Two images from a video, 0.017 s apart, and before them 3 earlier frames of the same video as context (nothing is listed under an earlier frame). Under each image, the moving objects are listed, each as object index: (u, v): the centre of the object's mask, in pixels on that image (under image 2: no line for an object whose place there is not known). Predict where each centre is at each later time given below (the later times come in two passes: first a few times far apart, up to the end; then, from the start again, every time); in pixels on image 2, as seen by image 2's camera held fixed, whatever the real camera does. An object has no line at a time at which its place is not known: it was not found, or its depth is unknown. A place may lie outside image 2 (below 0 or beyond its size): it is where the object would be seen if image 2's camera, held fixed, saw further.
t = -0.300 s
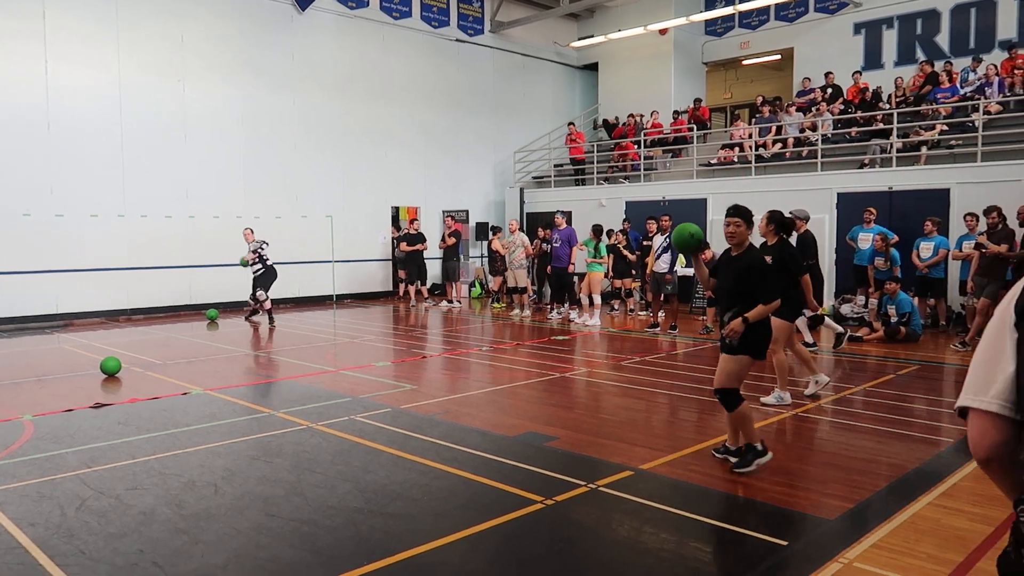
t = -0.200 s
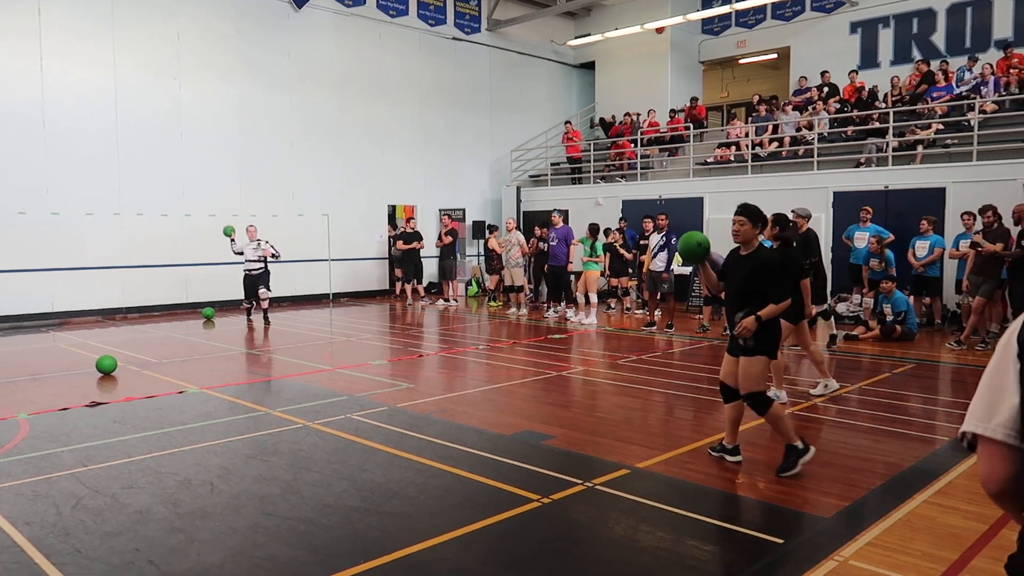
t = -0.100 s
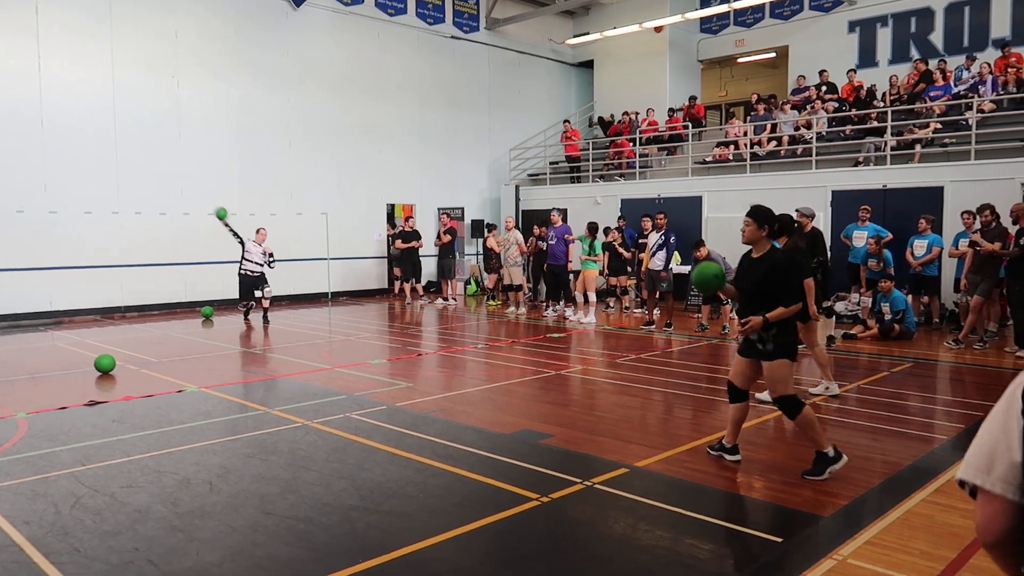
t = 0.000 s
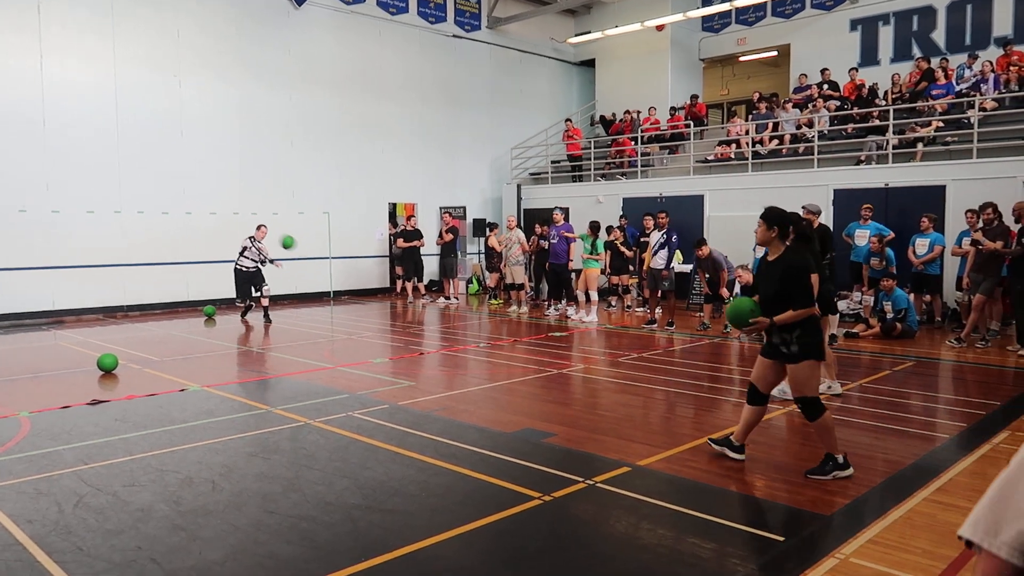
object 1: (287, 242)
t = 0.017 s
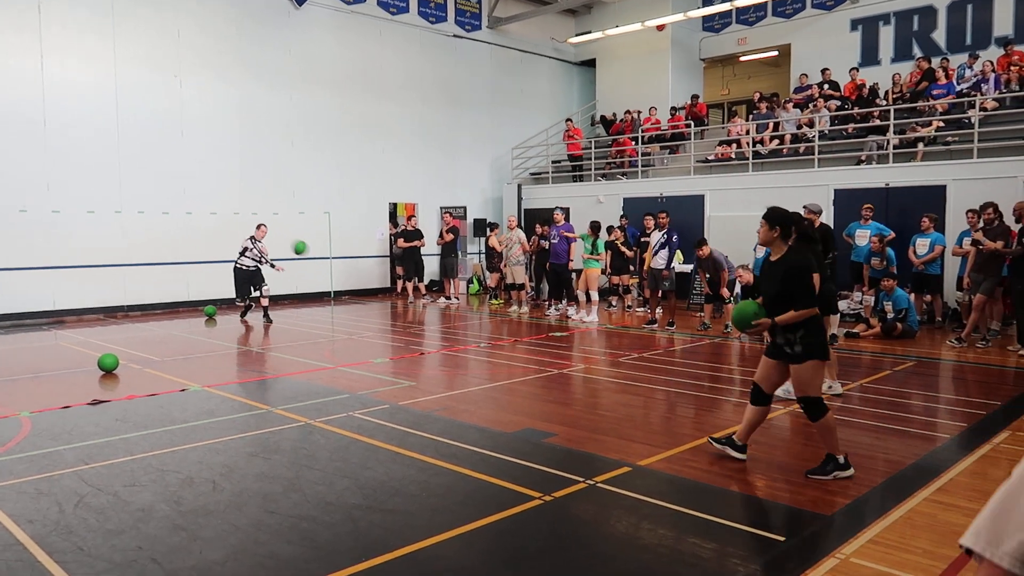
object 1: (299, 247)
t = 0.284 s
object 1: (544, 402)
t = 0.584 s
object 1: (803, 433)
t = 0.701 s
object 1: (979, 522)
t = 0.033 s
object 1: (312, 254)
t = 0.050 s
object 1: (324, 260)
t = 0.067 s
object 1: (336, 266)
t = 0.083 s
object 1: (349, 273)
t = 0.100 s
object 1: (362, 280)
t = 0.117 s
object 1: (376, 288)
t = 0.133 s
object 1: (389, 296)
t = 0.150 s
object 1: (403, 304)
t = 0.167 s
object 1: (419, 314)
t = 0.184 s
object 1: (434, 324)
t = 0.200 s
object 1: (450, 335)
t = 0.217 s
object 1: (467, 346)
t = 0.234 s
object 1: (485, 358)
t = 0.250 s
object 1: (503, 372)
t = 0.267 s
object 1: (523, 387)
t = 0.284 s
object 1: (544, 402)
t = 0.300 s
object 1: (563, 414)
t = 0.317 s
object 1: (573, 411)
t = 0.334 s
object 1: (582, 409)
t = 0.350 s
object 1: (593, 407)
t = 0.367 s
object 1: (604, 405)
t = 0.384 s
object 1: (615, 403)
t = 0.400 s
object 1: (626, 403)
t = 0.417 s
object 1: (639, 402)
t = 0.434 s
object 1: (652, 402)
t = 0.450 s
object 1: (665, 403)
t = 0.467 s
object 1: (680, 404)
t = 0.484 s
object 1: (694, 405)
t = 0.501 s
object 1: (710, 407)
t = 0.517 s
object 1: (726, 411)
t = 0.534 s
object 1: (744, 415)
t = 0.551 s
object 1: (763, 420)
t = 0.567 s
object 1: (782, 426)
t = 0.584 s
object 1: (803, 433)
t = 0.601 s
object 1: (823, 440)
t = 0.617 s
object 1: (849, 449)
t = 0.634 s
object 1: (874, 461)
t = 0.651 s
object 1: (900, 473)
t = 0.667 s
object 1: (929, 489)
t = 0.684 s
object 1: (961, 505)
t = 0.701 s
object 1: (979, 522)
